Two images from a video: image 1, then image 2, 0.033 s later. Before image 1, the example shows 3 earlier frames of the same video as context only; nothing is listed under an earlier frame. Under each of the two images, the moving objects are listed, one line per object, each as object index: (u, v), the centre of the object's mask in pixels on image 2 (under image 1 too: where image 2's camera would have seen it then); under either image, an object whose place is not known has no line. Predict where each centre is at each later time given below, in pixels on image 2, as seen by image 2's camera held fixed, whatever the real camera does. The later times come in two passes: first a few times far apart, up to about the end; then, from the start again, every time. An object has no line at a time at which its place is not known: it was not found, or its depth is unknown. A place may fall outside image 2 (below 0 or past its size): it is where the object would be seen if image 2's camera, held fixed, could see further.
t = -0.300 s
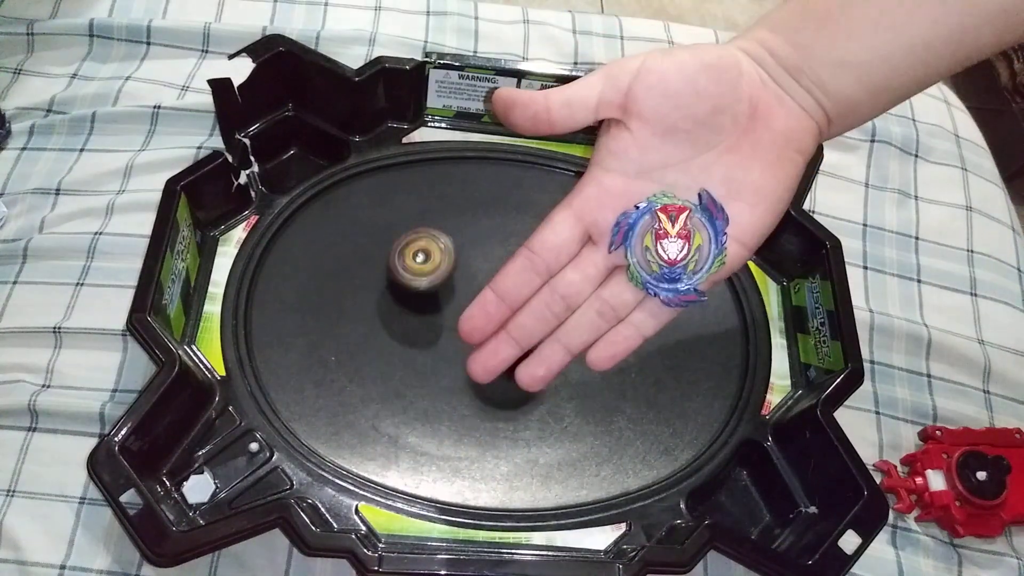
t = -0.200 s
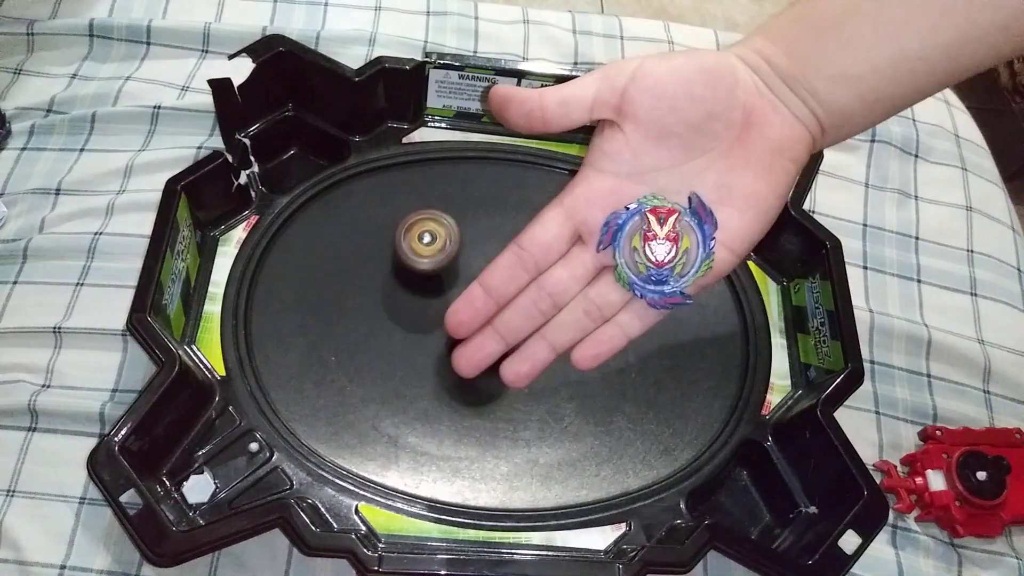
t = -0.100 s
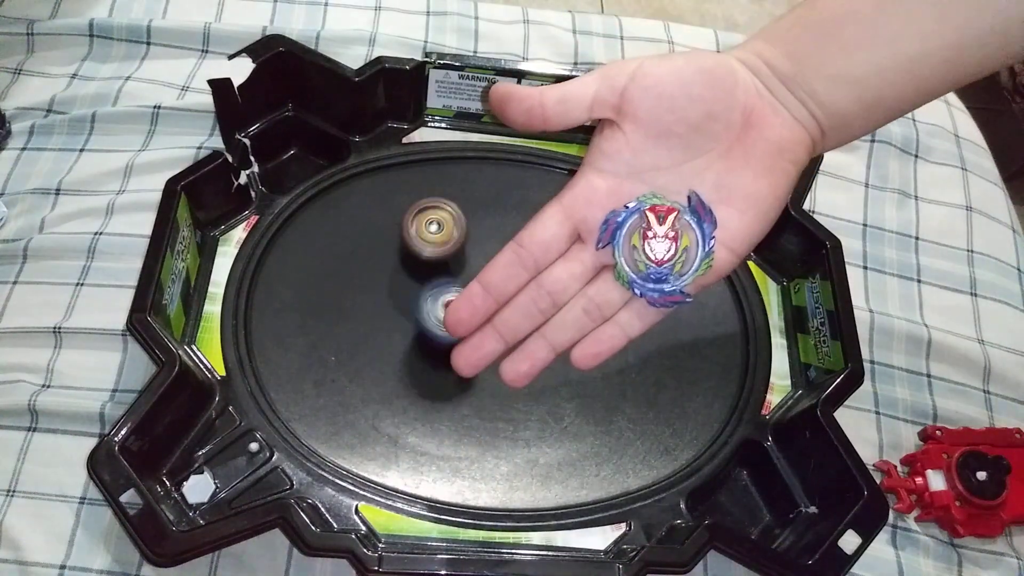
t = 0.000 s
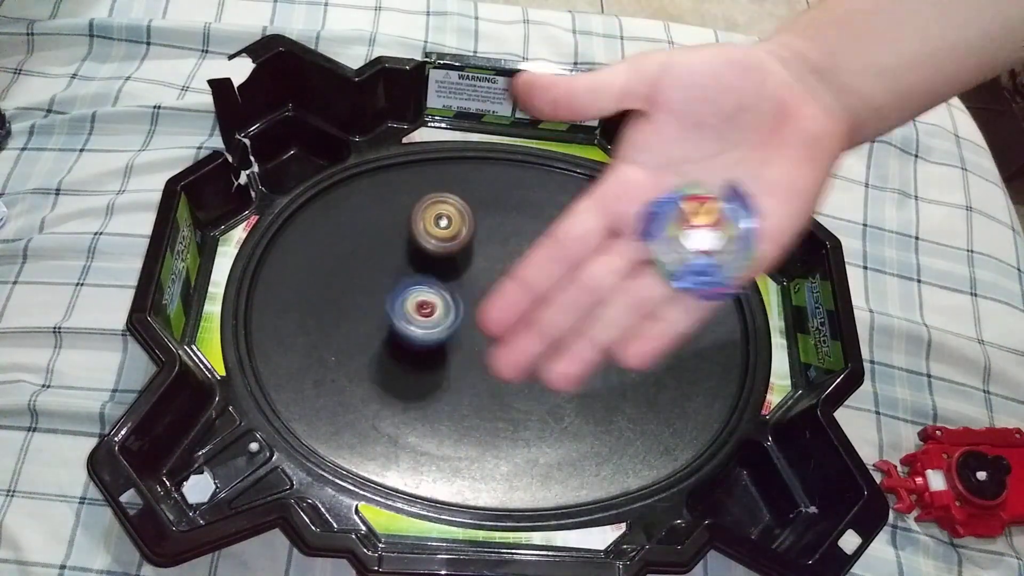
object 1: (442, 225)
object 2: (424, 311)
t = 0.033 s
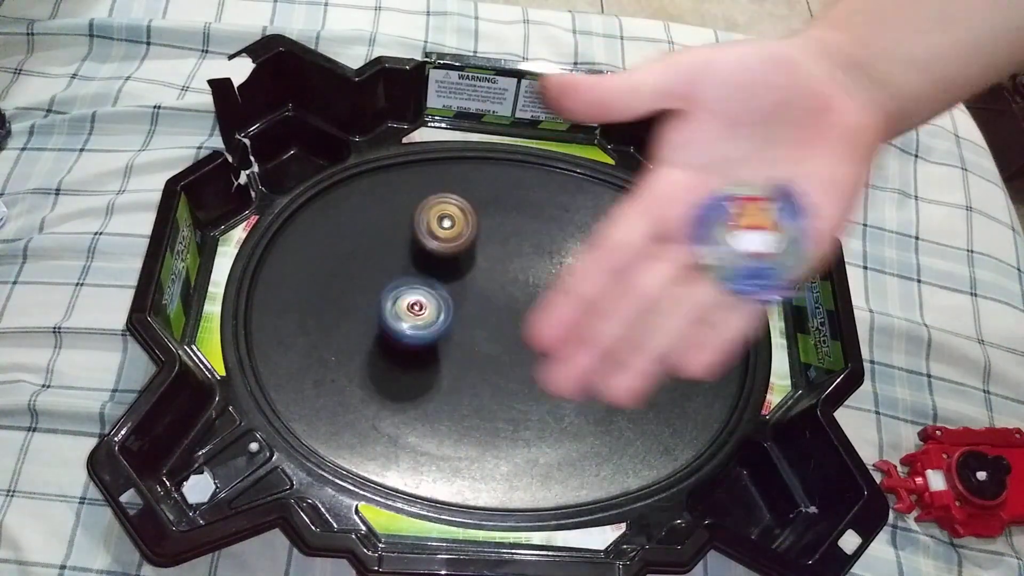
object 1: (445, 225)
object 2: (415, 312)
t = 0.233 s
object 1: (468, 247)
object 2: (384, 323)
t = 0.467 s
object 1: (505, 292)
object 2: (410, 334)
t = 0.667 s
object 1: (543, 324)
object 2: (464, 329)
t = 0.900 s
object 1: (609, 347)
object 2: (479, 318)
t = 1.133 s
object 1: (636, 343)
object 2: (472, 315)
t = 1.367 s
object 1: (612, 332)
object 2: (463, 329)
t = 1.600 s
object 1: (545, 336)
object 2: (460, 338)
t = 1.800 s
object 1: (537, 334)
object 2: (390, 345)
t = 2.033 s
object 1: (516, 350)
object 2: (354, 326)
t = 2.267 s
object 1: (495, 369)
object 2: (389, 309)
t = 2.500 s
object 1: (495, 394)
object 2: (446, 297)
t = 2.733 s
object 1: (506, 399)
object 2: (484, 274)
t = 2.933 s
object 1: (503, 376)
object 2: (516, 294)
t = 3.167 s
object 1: (479, 398)
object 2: (553, 278)
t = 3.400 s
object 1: (452, 400)
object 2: (552, 290)
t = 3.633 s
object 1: (436, 379)
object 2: (521, 325)
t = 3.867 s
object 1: (399, 359)
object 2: (489, 335)
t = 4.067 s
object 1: (378, 350)
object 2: (467, 327)
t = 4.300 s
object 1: (383, 340)
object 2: (457, 314)
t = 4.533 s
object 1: (370, 344)
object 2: (486, 303)
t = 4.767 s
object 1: (388, 335)
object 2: (527, 329)
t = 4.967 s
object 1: (427, 306)
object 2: (523, 358)
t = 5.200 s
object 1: (468, 267)
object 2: (486, 360)
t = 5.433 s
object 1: (483, 251)
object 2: (471, 322)
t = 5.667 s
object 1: (489, 256)
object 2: (465, 318)
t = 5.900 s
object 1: (506, 275)
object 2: (444, 347)
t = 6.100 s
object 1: (534, 298)
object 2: (438, 348)
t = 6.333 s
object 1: (560, 307)
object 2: (465, 326)
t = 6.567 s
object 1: (567, 311)
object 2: (500, 346)
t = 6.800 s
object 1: (567, 309)
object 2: (482, 374)
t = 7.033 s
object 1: (560, 317)
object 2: (446, 354)
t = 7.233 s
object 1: (546, 339)
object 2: (451, 322)
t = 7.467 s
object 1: (540, 367)
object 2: (462, 289)
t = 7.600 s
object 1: (539, 373)
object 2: (461, 287)
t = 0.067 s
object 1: (448, 227)
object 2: (406, 313)
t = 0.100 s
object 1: (452, 229)
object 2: (400, 315)
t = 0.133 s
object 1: (455, 233)
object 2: (393, 315)
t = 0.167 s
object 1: (460, 236)
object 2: (389, 319)
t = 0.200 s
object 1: (463, 242)
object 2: (386, 320)
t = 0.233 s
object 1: (468, 247)
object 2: (384, 323)
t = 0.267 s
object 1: (472, 252)
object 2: (387, 324)
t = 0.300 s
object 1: (477, 258)
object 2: (386, 325)
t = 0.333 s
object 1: (482, 264)
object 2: (391, 329)
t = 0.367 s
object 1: (487, 271)
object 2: (392, 329)
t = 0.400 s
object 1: (494, 278)
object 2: (398, 333)
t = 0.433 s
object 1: (499, 285)
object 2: (402, 331)
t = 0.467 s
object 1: (505, 292)
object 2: (410, 334)
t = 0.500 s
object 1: (509, 298)
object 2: (417, 332)
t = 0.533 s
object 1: (515, 304)
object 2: (426, 333)
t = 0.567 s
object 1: (521, 310)
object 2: (435, 332)
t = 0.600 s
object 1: (528, 315)
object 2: (445, 332)
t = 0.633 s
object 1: (536, 320)
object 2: (453, 330)
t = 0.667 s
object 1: (543, 324)
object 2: (464, 329)
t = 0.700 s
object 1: (549, 329)
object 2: (473, 327)
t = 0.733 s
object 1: (560, 333)
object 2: (475, 325)
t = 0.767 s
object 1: (574, 337)
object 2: (476, 324)
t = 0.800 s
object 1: (585, 341)
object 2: (476, 319)
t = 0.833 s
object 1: (594, 343)
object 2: (478, 321)
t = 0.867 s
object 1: (602, 346)
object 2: (477, 316)
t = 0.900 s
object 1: (609, 347)
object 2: (479, 318)
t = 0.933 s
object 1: (616, 348)
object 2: (477, 315)
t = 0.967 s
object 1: (621, 348)
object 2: (477, 318)
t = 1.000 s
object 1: (625, 348)
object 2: (476, 315)
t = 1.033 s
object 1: (630, 347)
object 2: (475, 318)
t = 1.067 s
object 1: (633, 346)
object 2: (474, 314)
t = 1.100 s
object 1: (635, 345)
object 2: (473, 318)
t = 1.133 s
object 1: (636, 343)
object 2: (472, 315)
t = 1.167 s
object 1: (635, 342)
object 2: (470, 319)
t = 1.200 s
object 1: (634, 339)
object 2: (469, 317)
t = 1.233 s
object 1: (632, 338)
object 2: (467, 321)
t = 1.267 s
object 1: (628, 336)
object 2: (465, 319)
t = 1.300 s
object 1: (623, 334)
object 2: (464, 323)
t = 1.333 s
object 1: (617, 333)
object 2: (463, 323)
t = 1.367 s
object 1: (612, 332)
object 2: (463, 329)
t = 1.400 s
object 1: (605, 332)
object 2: (460, 328)
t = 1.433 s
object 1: (597, 331)
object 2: (461, 332)
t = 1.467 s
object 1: (589, 332)
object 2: (460, 332)
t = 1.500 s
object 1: (580, 332)
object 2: (461, 337)
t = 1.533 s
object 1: (571, 333)
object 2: (458, 335)
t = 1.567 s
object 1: (560, 334)
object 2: (461, 337)
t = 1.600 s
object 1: (545, 336)
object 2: (460, 338)
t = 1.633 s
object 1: (536, 335)
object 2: (456, 340)
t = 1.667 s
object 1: (544, 333)
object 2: (438, 341)
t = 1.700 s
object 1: (546, 332)
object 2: (420, 344)
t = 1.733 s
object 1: (544, 330)
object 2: (408, 344)
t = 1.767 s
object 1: (541, 332)
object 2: (399, 345)
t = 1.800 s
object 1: (537, 334)
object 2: (390, 345)
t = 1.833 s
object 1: (534, 336)
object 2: (382, 343)
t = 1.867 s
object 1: (531, 337)
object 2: (375, 343)
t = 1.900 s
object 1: (528, 340)
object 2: (368, 339)
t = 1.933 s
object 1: (525, 342)
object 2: (363, 337)
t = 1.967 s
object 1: (522, 344)
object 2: (358, 333)
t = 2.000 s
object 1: (520, 347)
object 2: (356, 331)
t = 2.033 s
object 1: (516, 350)
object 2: (354, 326)
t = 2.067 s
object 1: (513, 353)
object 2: (357, 324)
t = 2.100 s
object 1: (510, 355)
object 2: (357, 321)
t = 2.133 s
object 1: (507, 358)
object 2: (363, 319)
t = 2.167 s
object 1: (504, 361)
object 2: (367, 317)
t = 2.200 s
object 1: (501, 363)
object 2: (374, 313)
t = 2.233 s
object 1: (498, 366)
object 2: (382, 312)
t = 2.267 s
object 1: (495, 369)
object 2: (389, 309)
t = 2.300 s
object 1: (492, 371)
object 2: (400, 309)
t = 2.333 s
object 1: (490, 372)
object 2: (408, 309)
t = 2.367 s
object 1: (487, 375)
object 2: (419, 309)
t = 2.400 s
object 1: (484, 376)
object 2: (428, 312)
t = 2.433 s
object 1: (482, 377)
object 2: (437, 314)
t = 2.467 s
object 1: (488, 386)
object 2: (444, 304)
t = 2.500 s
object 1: (495, 394)
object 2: (446, 297)
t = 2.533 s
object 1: (499, 398)
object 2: (452, 288)
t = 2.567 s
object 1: (502, 400)
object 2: (457, 282)
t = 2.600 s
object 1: (502, 401)
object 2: (464, 280)
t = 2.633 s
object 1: (503, 402)
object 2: (467, 277)
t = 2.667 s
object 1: (505, 401)
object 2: (473, 275)
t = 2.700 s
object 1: (505, 401)
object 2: (479, 275)
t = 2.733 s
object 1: (506, 399)
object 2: (484, 274)
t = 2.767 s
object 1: (507, 397)
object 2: (490, 275)
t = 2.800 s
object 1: (507, 393)
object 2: (495, 276)
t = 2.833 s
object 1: (507, 389)
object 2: (502, 279)
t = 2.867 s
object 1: (506, 385)
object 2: (505, 283)
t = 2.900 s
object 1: (504, 381)
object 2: (510, 286)
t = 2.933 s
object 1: (503, 376)
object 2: (516, 294)
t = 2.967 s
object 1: (503, 371)
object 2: (519, 299)
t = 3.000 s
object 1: (500, 376)
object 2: (528, 298)
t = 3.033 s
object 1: (496, 388)
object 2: (535, 292)
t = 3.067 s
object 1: (491, 395)
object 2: (543, 287)
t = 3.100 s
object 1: (489, 396)
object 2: (547, 283)
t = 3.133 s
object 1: (483, 397)
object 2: (552, 281)
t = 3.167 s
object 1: (479, 398)
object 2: (553, 278)
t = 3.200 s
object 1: (475, 400)
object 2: (557, 276)
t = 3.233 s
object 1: (470, 400)
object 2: (558, 278)
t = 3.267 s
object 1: (466, 401)
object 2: (557, 277)
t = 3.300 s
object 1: (463, 401)
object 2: (558, 281)
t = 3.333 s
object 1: (459, 401)
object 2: (555, 281)
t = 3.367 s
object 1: (456, 401)
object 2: (556, 283)
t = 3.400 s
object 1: (452, 400)
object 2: (552, 290)
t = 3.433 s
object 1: (450, 398)
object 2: (549, 292)
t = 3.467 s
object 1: (447, 396)
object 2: (547, 298)
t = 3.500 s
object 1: (445, 393)
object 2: (541, 305)
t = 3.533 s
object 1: (443, 390)
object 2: (537, 308)
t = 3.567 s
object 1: (440, 386)
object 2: (532, 313)
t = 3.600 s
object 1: (438, 383)
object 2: (526, 320)
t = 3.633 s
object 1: (436, 379)
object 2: (521, 325)
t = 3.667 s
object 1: (434, 375)
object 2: (513, 330)
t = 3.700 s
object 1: (432, 371)
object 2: (505, 333)
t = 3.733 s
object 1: (427, 368)
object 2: (500, 336)
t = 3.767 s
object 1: (417, 366)
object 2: (500, 338)
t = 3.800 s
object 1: (409, 364)
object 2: (492, 340)
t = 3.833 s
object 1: (405, 362)
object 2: (487, 336)
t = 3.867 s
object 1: (399, 359)
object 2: (489, 335)
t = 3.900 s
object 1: (395, 357)
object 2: (485, 335)
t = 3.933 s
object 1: (391, 356)
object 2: (480, 333)
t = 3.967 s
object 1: (387, 353)
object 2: (477, 333)
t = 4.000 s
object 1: (384, 352)
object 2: (470, 331)
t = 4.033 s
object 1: (381, 351)
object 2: (467, 328)
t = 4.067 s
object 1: (378, 350)
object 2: (467, 327)
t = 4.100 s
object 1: (377, 348)
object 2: (463, 325)
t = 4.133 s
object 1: (376, 347)
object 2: (462, 322)
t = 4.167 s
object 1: (376, 346)
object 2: (460, 321)
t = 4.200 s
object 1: (377, 344)
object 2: (456, 317)
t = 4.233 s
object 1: (378, 344)
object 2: (458, 315)
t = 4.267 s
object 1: (380, 342)
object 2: (458, 316)
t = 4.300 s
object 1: (383, 340)
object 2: (457, 314)
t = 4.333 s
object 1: (385, 338)
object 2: (459, 313)
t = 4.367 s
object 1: (383, 338)
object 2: (460, 312)
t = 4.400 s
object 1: (375, 341)
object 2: (472, 306)
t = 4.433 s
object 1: (371, 344)
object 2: (481, 308)
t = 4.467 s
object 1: (370, 345)
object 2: (483, 310)
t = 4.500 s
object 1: (370, 345)
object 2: (482, 308)
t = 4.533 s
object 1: (370, 344)
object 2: (486, 303)
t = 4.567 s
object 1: (370, 344)
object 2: (499, 303)
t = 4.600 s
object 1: (372, 344)
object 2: (511, 309)
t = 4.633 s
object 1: (375, 343)
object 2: (515, 315)
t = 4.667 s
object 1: (378, 341)
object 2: (515, 318)
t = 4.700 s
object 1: (381, 340)
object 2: (517, 317)
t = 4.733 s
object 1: (384, 338)
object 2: (522, 320)
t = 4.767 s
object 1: (388, 335)
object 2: (527, 329)
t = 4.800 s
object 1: (392, 332)
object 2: (528, 340)
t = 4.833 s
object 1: (398, 328)
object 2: (526, 346)
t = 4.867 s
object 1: (404, 323)
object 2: (525, 349)
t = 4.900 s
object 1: (412, 318)
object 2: (526, 349)
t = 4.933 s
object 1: (418, 312)
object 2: (527, 352)
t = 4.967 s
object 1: (427, 306)
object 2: (523, 358)
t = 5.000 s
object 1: (433, 299)
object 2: (516, 363)
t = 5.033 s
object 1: (441, 294)
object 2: (508, 366)
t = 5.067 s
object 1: (447, 286)
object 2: (504, 366)
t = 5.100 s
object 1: (455, 281)
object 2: (502, 366)
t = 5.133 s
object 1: (459, 276)
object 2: (499, 366)
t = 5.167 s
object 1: (464, 271)
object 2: (493, 363)
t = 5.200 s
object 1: (468, 267)
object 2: (486, 360)
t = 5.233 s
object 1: (471, 263)
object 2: (481, 355)
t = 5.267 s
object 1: (473, 260)
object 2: (476, 350)
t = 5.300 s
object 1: (476, 257)
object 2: (475, 346)
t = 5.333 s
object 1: (478, 256)
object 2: (474, 344)
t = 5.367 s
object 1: (480, 254)
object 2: (473, 339)
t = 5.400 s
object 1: (482, 252)
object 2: (469, 330)
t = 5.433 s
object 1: (483, 251)
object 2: (471, 322)
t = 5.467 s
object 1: (484, 250)
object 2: (473, 317)
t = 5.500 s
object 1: (484, 248)
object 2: (468, 320)
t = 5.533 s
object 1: (484, 247)
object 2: (464, 317)
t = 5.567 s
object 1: (487, 249)
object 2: (467, 315)
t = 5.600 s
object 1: (488, 250)
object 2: (468, 318)
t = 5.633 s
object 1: (488, 253)
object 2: (464, 319)
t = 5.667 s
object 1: (489, 256)
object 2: (465, 318)
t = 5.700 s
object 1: (491, 257)
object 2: (463, 326)
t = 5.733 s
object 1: (492, 258)
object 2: (457, 333)
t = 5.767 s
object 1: (493, 262)
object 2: (454, 335)
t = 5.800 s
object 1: (498, 266)
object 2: (454, 336)
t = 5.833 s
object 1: (500, 268)
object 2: (454, 339)
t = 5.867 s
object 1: (503, 270)
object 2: (451, 343)
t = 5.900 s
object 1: (506, 275)
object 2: (444, 347)
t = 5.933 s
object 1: (510, 278)
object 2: (434, 346)
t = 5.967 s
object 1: (514, 283)
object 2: (431, 344)
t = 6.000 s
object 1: (519, 287)
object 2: (434, 344)
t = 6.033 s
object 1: (523, 291)
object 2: (438, 345)
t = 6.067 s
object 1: (528, 295)
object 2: (440, 349)
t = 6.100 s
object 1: (534, 298)
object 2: (438, 348)
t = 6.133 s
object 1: (538, 300)
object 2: (433, 341)
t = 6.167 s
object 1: (544, 302)
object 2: (438, 333)
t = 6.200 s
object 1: (547, 304)
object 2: (448, 332)
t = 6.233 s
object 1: (552, 306)
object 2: (456, 337)
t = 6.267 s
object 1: (554, 306)
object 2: (457, 338)
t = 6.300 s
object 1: (558, 308)
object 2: (458, 331)
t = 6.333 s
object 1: (560, 307)
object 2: (465, 326)
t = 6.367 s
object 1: (562, 308)
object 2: (475, 327)
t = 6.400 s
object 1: (565, 308)
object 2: (480, 331)
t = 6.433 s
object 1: (565, 309)
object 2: (480, 338)
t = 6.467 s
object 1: (568, 309)
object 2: (478, 339)
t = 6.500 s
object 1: (568, 309)
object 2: (483, 336)
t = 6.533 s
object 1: (568, 310)
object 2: (493, 338)
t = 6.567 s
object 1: (567, 311)
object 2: (500, 346)
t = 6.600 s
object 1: (566, 313)
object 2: (500, 357)
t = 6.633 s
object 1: (566, 314)
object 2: (496, 361)
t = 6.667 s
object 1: (565, 316)
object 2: (494, 361)
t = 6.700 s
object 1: (564, 318)
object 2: (500, 361)
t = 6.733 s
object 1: (564, 317)
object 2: (500, 367)
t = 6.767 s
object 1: (566, 311)
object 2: (492, 372)
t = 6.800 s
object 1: (567, 309)
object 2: (482, 374)
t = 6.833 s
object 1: (565, 309)
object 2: (477, 373)
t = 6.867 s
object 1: (565, 311)
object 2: (469, 371)
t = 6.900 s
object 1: (565, 311)
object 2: (461, 369)
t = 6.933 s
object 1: (566, 312)
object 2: (457, 366)
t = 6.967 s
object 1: (565, 312)
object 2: (452, 362)
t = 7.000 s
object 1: (563, 314)
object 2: (449, 358)
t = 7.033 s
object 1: (560, 317)
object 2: (446, 354)
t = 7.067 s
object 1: (560, 319)
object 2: (445, 349)
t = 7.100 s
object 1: (558, 321)
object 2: (444, 344)
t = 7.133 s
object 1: (555, 325)
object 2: (446, 338)
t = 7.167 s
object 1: (552, 331)
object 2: (447, 332)
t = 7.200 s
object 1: (548, 335)
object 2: (447, 325)
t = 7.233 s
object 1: (546, 339)
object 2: (451, 322)
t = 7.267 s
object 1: (543, 345)
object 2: (454, 316)
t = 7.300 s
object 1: (541, 349)
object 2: (455, 310)
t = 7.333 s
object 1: (540, 354)
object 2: (459, 306)
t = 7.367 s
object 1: (540, 358)
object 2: (460, 301)
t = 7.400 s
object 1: (539, 362)
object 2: (462, 298)
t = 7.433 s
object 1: (539, 365)
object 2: (462, 293)
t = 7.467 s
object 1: (540, 367)
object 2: (462, 289)
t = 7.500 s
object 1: (540, 369)
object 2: (461, 286)
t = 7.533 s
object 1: (540, 370)
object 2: (460, 285)
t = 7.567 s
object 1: (539, 372)
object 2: (460, 285)
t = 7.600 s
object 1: (539, 373)
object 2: (461, 287)
